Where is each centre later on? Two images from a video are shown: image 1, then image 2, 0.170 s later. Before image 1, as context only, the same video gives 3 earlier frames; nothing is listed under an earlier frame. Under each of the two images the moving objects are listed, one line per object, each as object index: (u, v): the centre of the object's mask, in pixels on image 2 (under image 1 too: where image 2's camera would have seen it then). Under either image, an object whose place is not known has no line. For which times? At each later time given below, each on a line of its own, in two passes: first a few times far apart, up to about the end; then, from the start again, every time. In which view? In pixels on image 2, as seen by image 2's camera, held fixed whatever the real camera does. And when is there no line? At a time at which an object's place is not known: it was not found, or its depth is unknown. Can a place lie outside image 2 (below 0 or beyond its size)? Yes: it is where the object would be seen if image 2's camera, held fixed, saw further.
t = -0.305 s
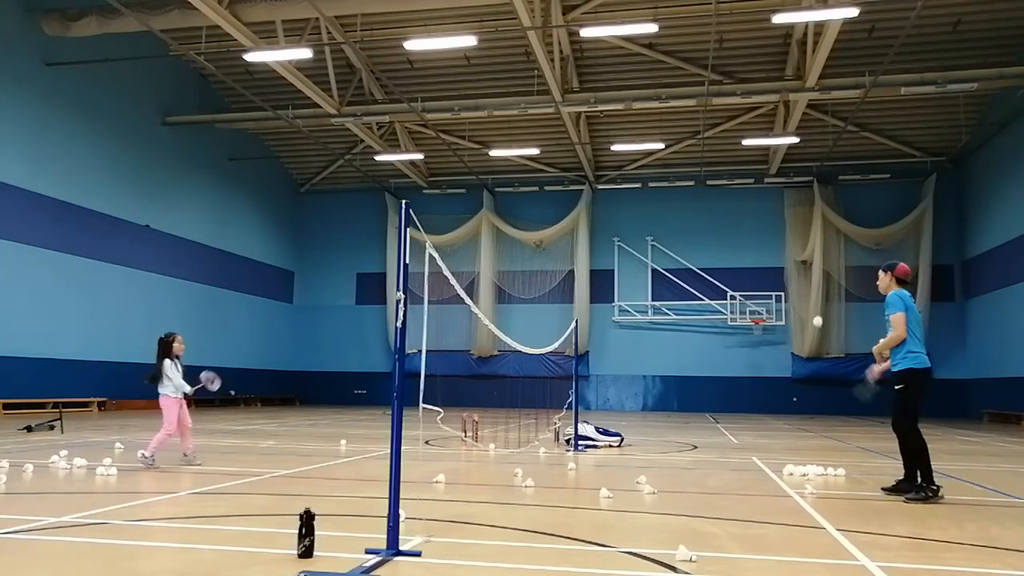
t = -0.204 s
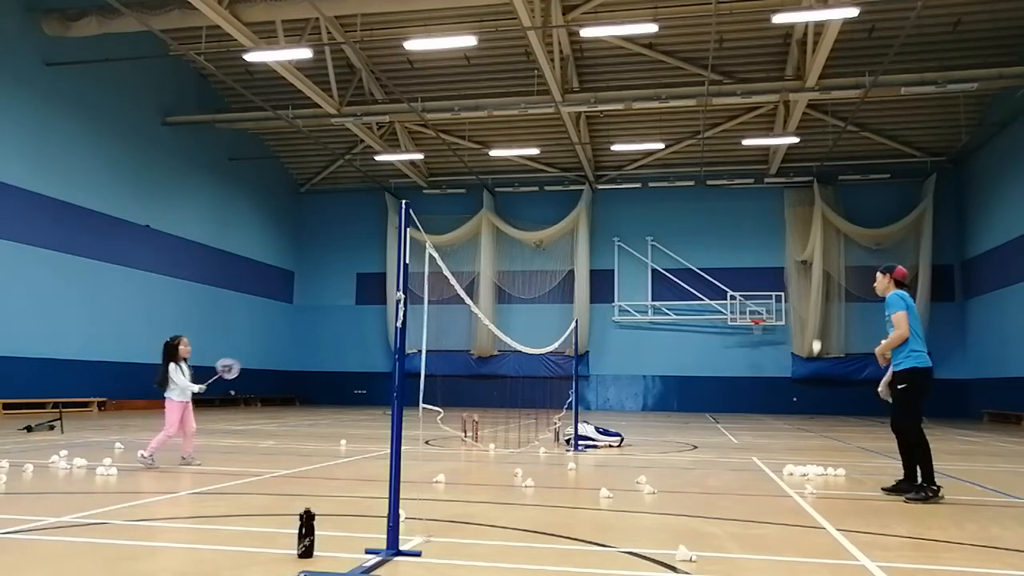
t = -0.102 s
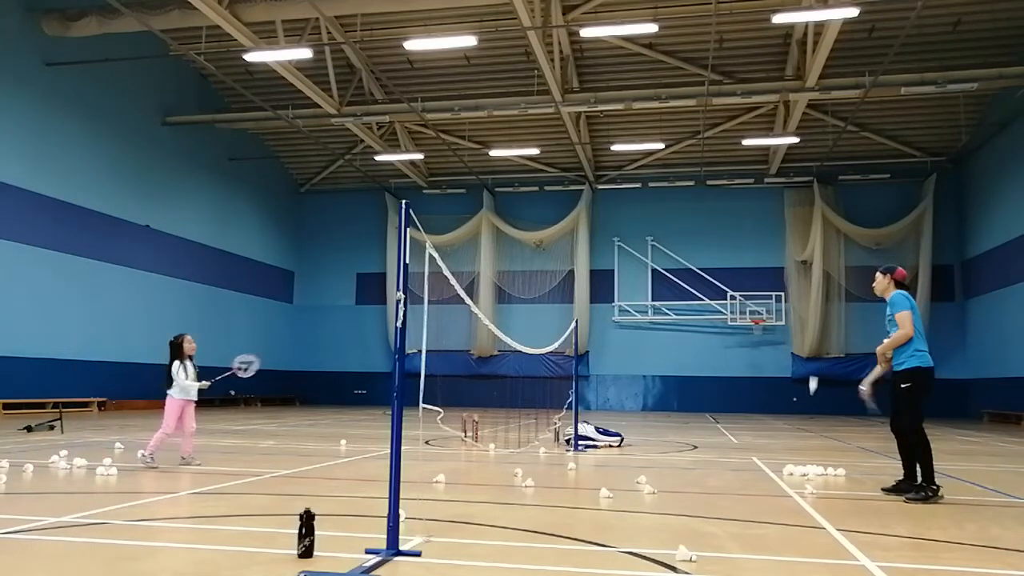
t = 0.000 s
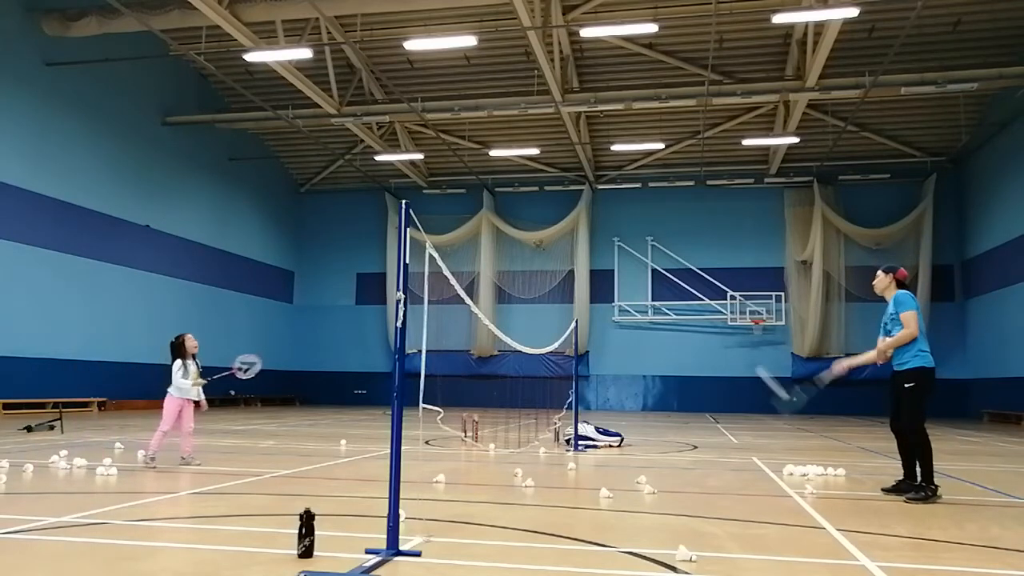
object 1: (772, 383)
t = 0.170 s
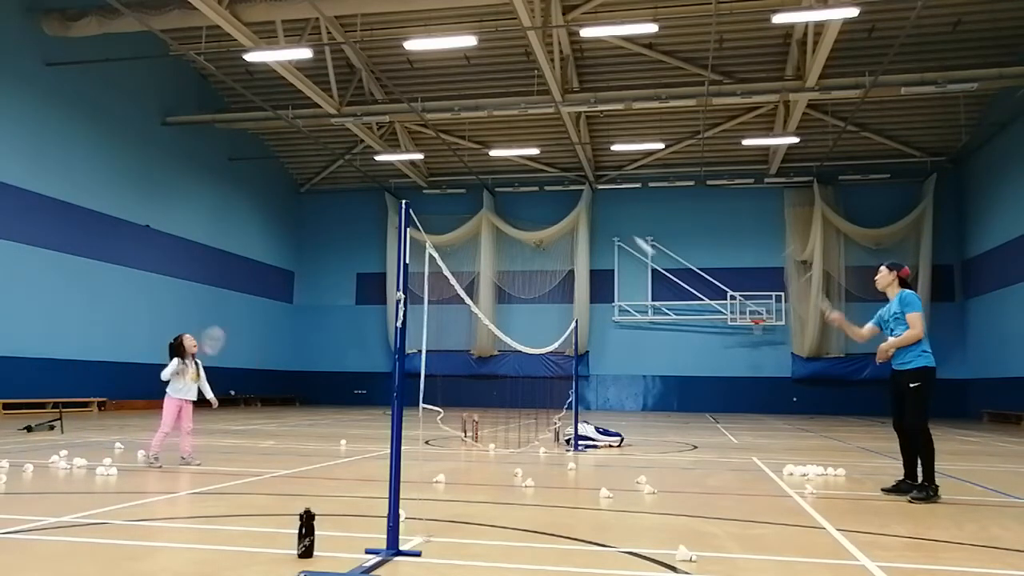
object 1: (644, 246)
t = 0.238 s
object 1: (605, 214)
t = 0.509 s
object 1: (486, 155)
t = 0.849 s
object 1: (379, 192)
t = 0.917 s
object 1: (360, 211)
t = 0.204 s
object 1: (624, 229)
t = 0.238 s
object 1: (605, 214)
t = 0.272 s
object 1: (588, 201)
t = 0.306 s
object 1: (571, 190)
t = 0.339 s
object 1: (556, 181)
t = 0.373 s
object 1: (541, 173)
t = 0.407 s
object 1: (527, 167)
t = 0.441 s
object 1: (513, 161)
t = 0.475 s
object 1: (499, 157)
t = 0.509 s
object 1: (486, 155)
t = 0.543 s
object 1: (474, 154)
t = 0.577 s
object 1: (462, 154)
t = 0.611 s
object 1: (451, 155)
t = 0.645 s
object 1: (439, 157)
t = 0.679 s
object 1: (429, 160)
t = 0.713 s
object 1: (418, 164)
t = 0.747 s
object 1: (408, 170)
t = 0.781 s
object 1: (397, 176)
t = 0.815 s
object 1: (388, 184)
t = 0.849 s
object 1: (379, 192)
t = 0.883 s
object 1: (369, 201)
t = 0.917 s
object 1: (360, 211)
